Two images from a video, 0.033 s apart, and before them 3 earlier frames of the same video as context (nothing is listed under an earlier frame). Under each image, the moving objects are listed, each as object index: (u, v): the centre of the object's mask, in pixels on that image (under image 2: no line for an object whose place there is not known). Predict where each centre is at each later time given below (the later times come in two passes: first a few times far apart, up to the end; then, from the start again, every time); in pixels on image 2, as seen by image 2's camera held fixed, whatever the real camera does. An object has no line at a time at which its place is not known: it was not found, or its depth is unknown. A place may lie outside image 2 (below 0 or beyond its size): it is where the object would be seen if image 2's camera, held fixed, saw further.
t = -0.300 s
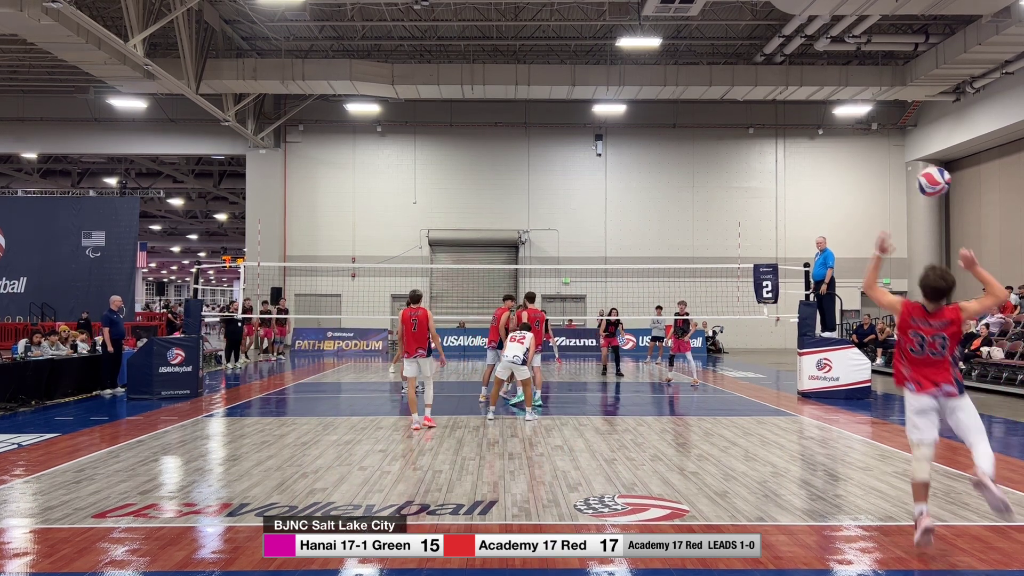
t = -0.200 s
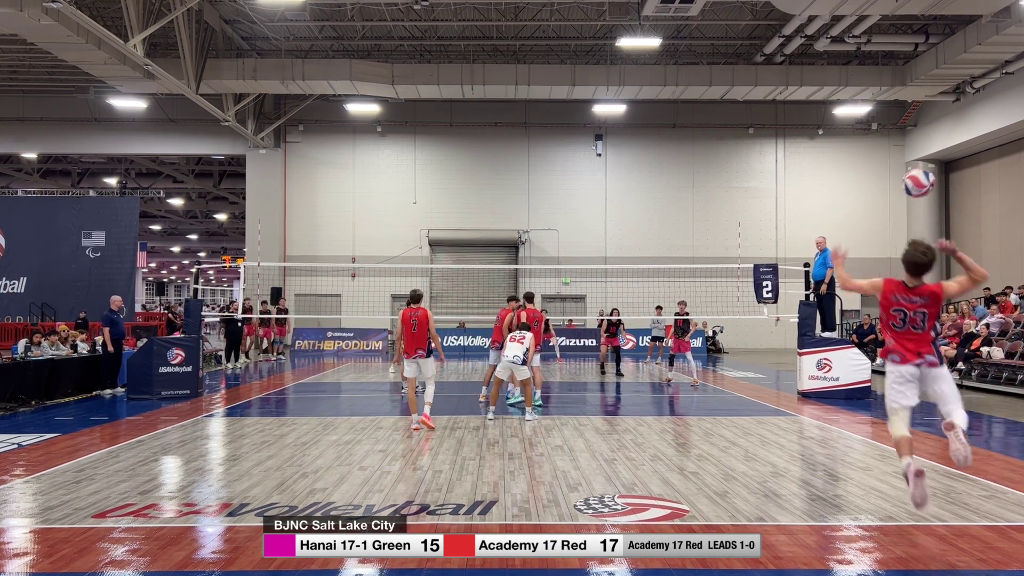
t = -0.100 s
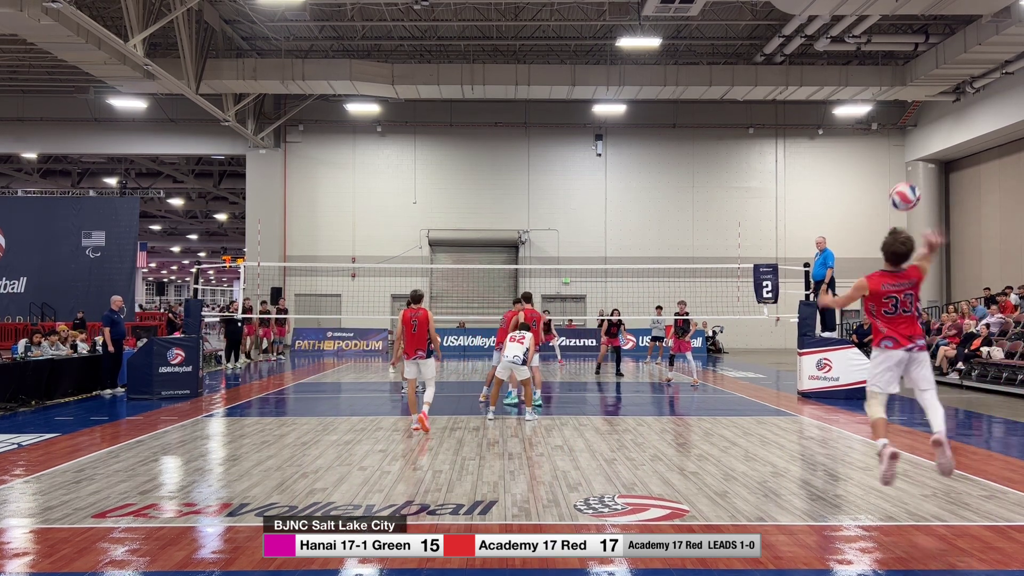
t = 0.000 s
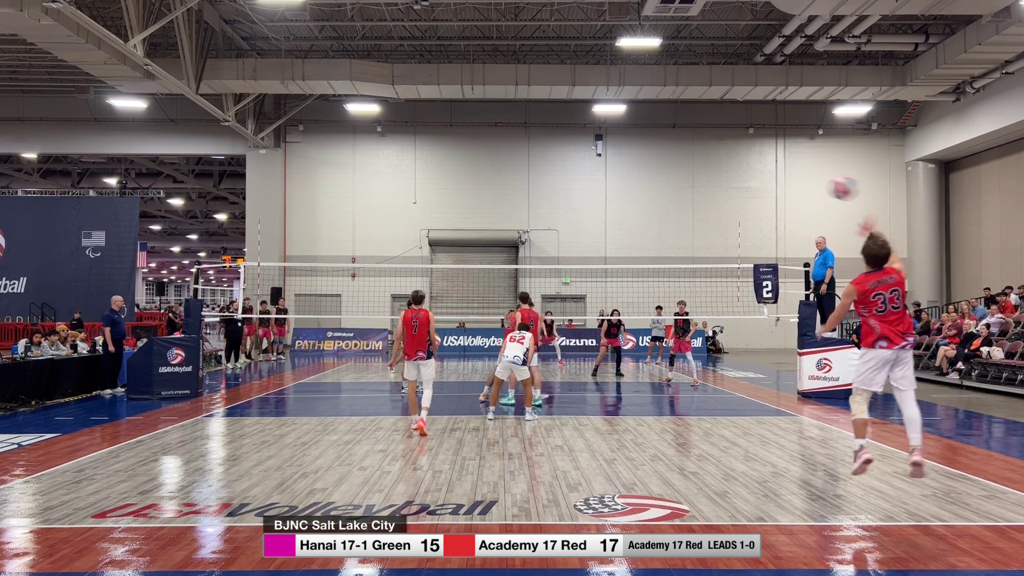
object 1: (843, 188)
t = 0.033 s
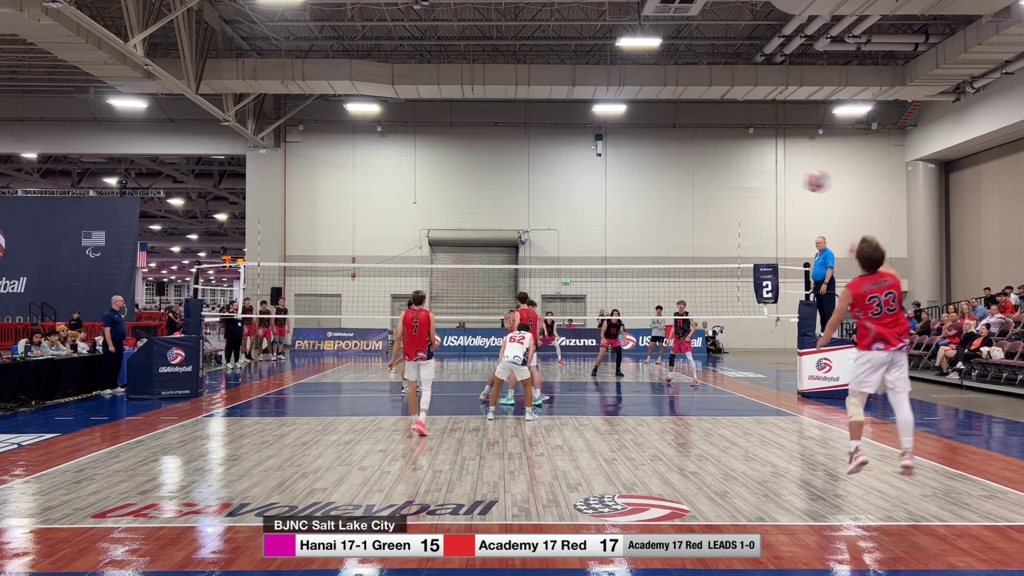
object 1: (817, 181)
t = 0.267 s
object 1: (704, 173)
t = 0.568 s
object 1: (637, 217)
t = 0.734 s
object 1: (613, 252)
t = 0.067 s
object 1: (794, 176)
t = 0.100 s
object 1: (774, 173)
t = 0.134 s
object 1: (757, 170)
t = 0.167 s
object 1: (741, 170)
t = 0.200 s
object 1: (727, 170)
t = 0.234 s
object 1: (715, 171)
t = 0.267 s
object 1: (704, 173)
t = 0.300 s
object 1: (694, 175)
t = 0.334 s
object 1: (685, 179)
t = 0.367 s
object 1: (677, 183)
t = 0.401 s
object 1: (669, 187)
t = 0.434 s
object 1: (662, 192)
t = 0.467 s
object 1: (655, 199)
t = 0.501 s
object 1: (649, 204)
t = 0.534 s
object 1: (643, 211)
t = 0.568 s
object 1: (637, 217)
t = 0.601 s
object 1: (632, 224)
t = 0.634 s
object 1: (627, 230)
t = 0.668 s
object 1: (622, 237)
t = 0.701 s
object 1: (617, 245)
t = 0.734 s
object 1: (613, 252)
